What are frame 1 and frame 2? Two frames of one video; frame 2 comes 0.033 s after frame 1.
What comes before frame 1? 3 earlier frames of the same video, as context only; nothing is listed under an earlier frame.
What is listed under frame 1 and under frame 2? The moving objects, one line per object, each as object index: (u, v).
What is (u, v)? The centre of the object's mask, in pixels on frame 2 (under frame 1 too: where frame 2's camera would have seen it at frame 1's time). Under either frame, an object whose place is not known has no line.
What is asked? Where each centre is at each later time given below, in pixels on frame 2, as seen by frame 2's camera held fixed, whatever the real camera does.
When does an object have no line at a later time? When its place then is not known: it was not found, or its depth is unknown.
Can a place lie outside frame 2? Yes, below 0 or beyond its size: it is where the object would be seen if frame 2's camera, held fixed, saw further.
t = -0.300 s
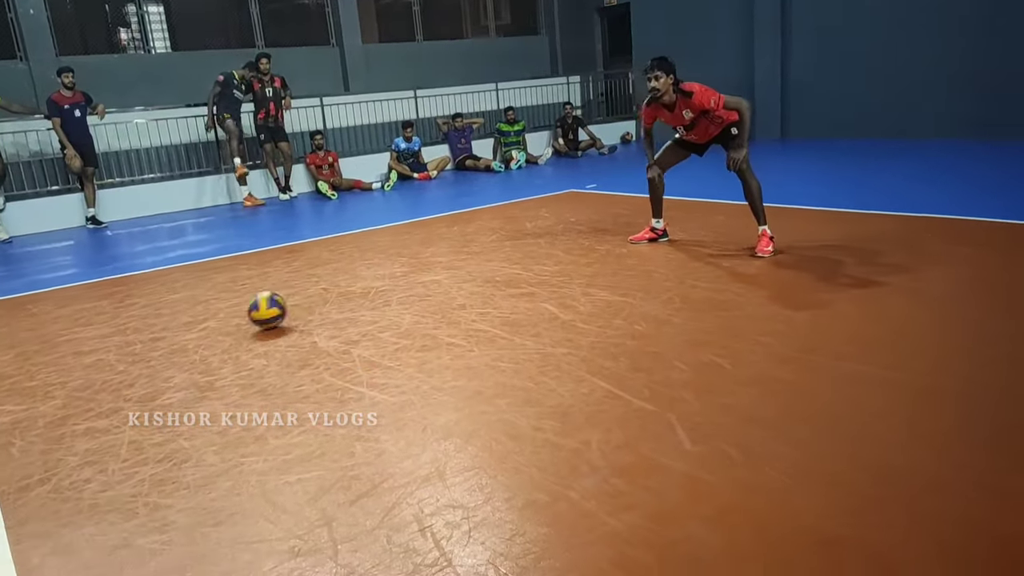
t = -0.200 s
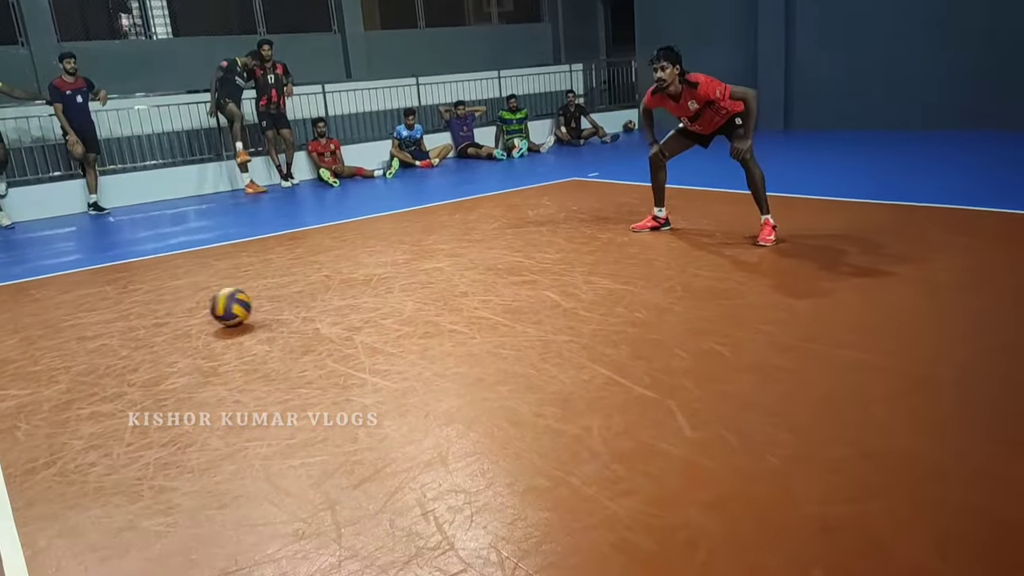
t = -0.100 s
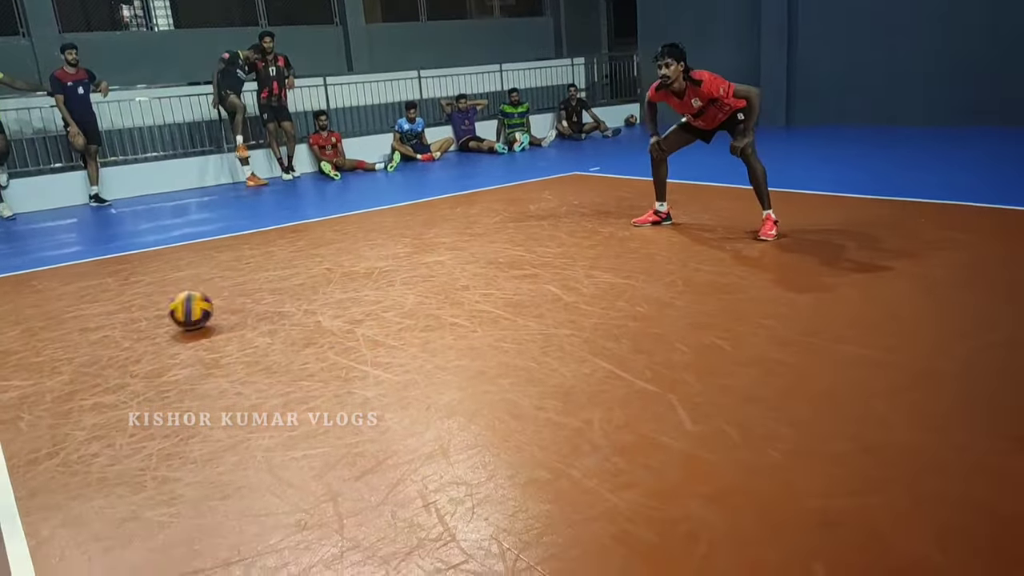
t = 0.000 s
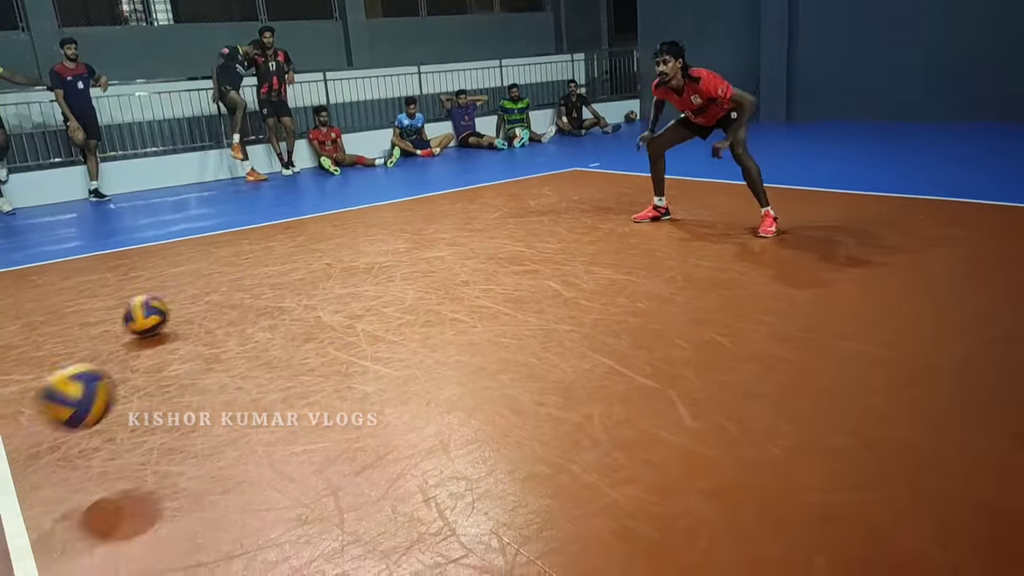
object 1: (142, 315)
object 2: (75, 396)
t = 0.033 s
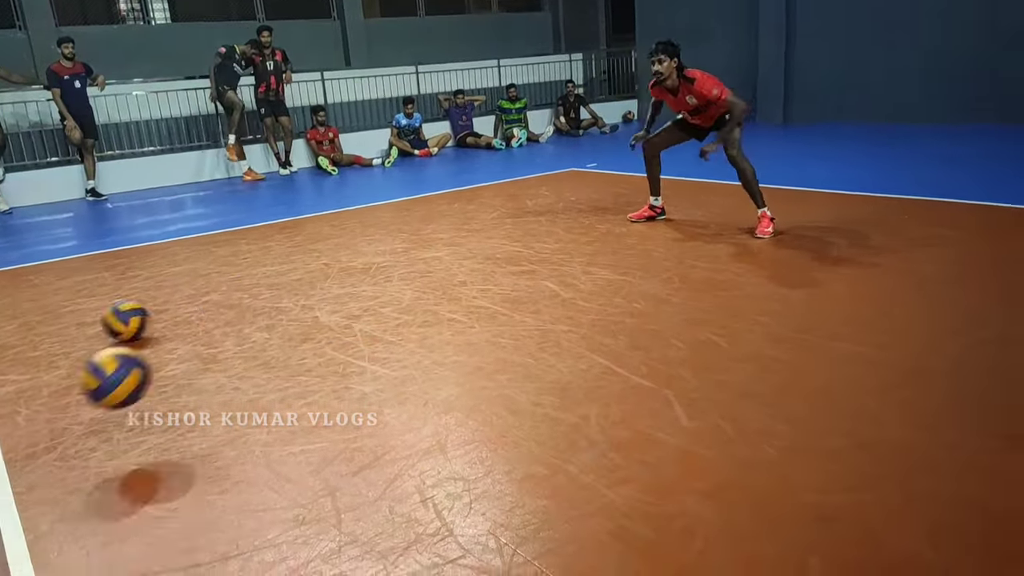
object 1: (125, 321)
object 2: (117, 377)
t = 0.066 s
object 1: (110, 324)
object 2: (151, 364)
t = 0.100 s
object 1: (95, 328)
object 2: (186, 354)
